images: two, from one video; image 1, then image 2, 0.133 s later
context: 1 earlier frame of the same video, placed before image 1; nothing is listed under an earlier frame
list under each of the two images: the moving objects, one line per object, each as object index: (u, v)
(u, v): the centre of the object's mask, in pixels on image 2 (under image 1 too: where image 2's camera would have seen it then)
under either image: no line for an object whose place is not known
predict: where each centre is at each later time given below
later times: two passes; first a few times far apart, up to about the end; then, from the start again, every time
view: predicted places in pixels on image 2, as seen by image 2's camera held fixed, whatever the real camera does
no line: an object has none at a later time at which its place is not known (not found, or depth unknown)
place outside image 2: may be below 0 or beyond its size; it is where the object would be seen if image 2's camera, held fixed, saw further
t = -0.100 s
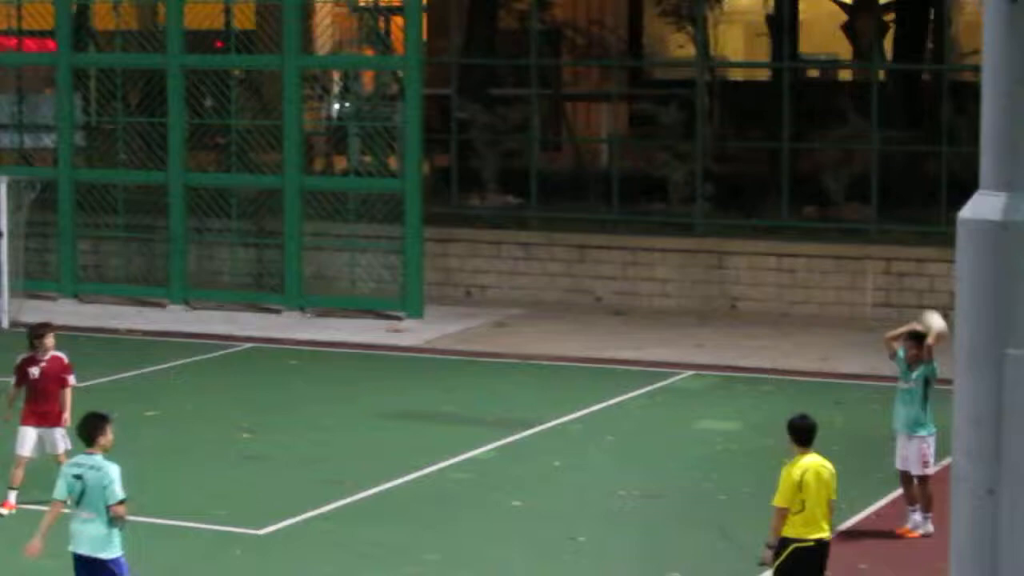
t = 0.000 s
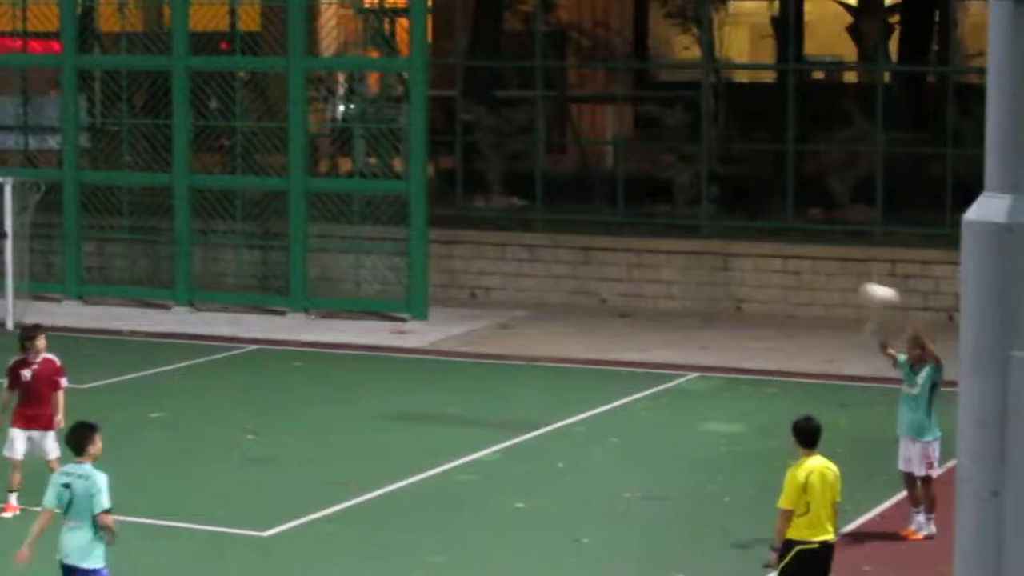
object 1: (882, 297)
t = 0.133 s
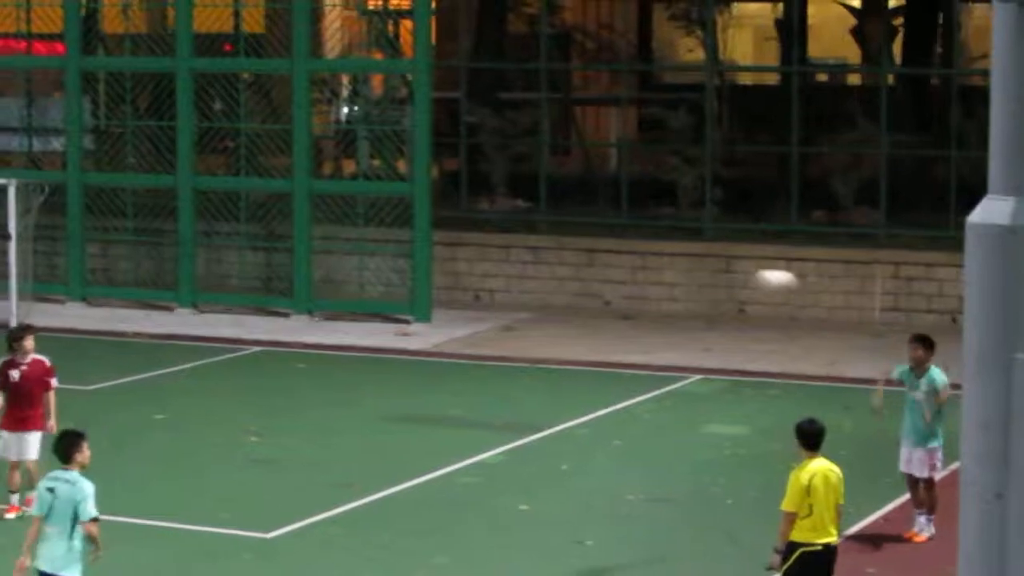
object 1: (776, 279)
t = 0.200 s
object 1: (717, 281)
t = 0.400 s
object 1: (538, 316)
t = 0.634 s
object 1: (313, 432)
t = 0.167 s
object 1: (746, 278)
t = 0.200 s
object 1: (717, 281)
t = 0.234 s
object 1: (689, 282)
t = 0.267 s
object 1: (660, 285)
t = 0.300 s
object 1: (629, 291)
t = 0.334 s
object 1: (600, 299)
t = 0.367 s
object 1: (569, 306)
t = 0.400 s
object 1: (538, 316)
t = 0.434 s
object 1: (509, 326)
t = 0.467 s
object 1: (477, 339)
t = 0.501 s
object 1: (445, 355)
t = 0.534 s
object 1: (412, 371)
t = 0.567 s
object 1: (380, 389)
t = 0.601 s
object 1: (347, 410)
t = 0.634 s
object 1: (313, 432)
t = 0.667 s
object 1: (281, 456)
